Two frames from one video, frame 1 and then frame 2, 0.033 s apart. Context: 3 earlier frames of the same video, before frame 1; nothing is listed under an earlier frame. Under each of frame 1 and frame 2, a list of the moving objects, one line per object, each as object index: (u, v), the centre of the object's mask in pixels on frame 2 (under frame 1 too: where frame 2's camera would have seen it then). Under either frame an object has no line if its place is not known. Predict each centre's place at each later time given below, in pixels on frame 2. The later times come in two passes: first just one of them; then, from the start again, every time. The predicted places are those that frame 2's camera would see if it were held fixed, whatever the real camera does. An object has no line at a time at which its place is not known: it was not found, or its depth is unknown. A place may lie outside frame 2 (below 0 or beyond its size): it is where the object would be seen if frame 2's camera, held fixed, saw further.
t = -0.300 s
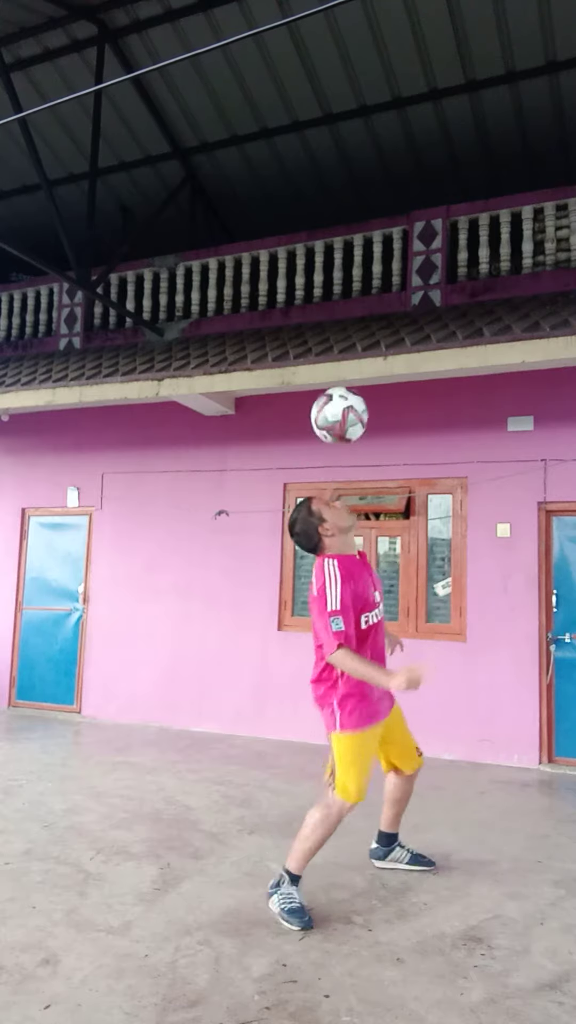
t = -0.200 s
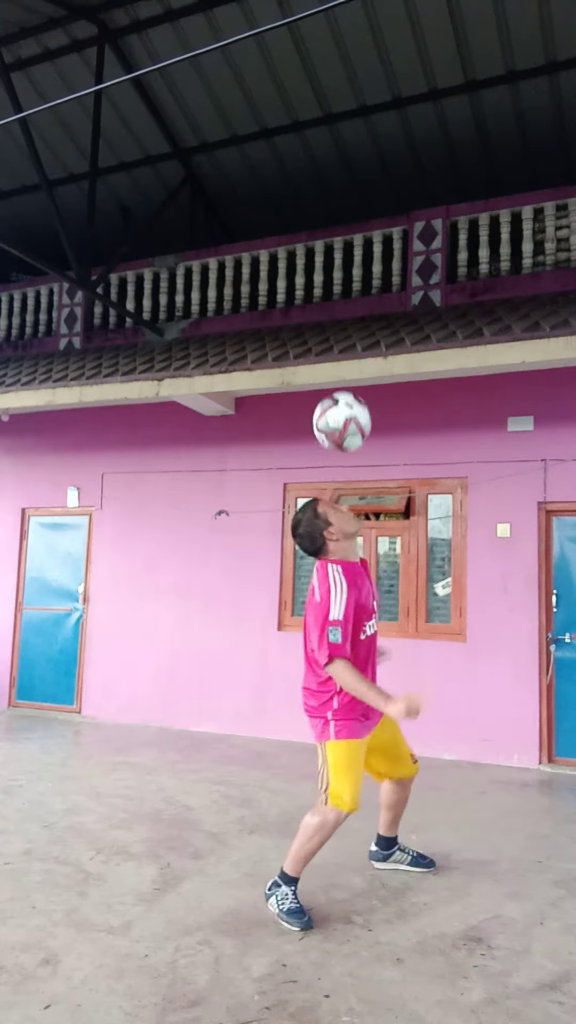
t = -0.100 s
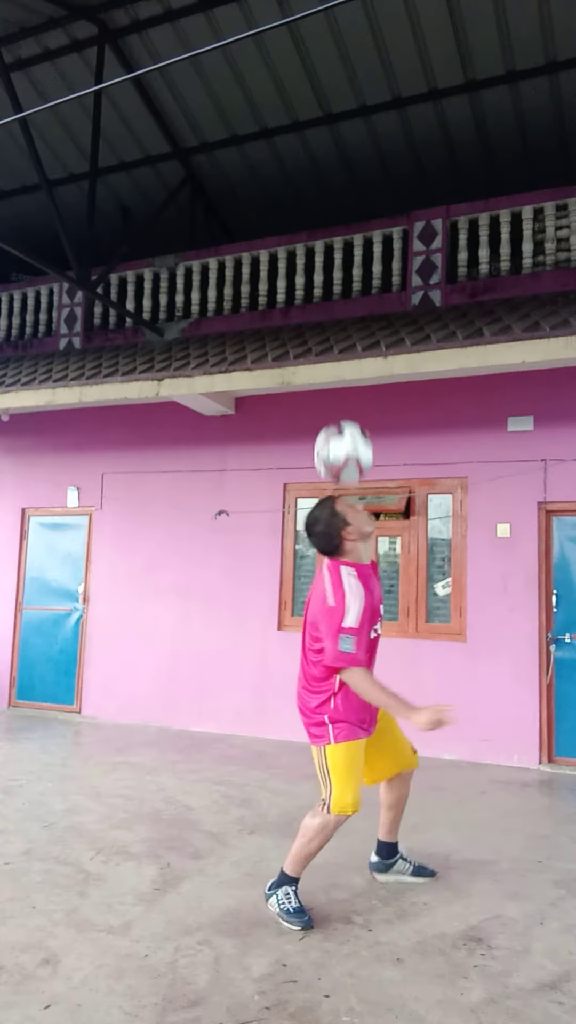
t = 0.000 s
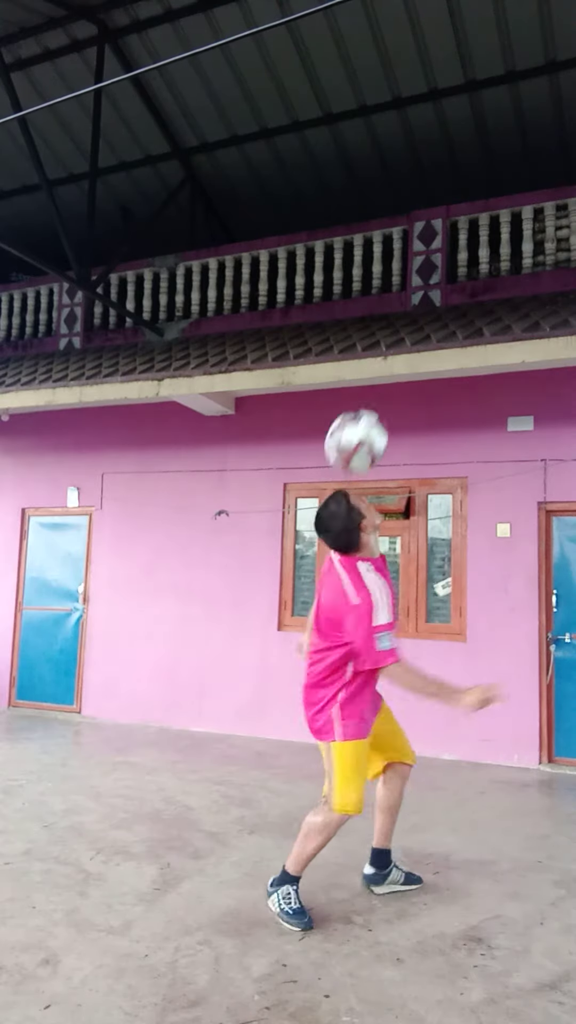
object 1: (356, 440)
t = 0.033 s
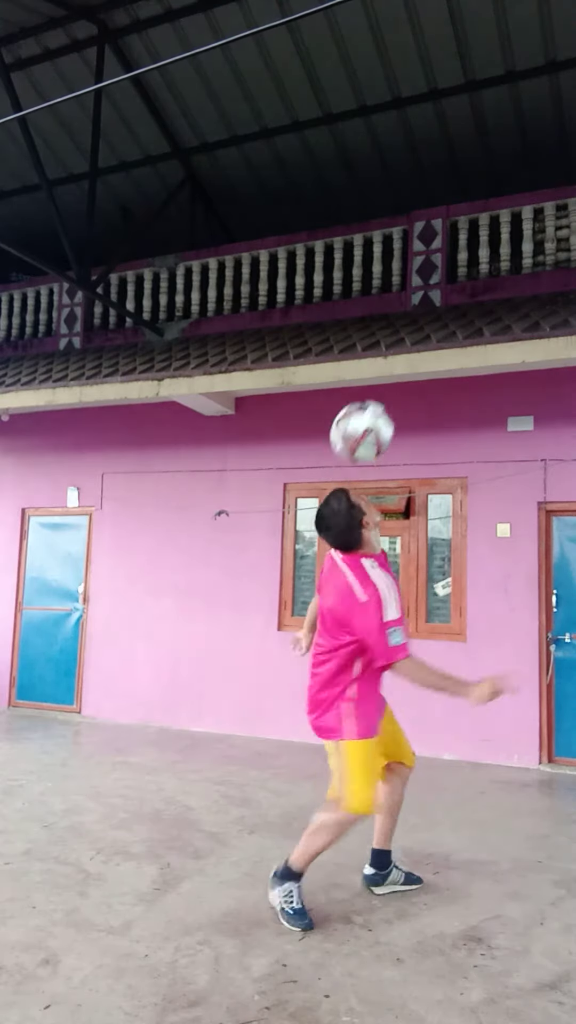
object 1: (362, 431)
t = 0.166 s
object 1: (384, 421)
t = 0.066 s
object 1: (367, 425)
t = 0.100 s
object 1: (373, 421)
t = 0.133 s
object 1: (378, 420)
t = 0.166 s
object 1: (384, 421)
